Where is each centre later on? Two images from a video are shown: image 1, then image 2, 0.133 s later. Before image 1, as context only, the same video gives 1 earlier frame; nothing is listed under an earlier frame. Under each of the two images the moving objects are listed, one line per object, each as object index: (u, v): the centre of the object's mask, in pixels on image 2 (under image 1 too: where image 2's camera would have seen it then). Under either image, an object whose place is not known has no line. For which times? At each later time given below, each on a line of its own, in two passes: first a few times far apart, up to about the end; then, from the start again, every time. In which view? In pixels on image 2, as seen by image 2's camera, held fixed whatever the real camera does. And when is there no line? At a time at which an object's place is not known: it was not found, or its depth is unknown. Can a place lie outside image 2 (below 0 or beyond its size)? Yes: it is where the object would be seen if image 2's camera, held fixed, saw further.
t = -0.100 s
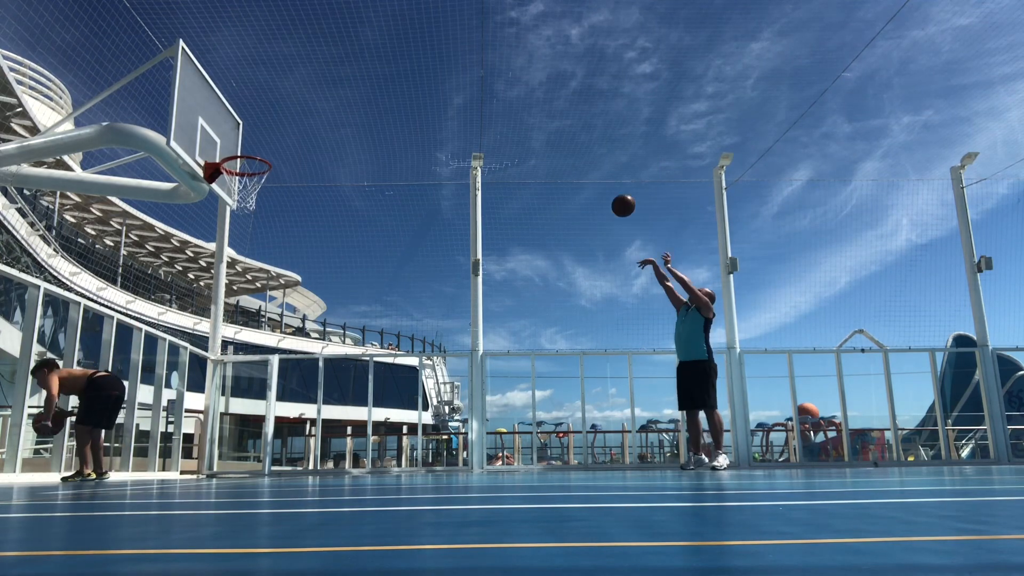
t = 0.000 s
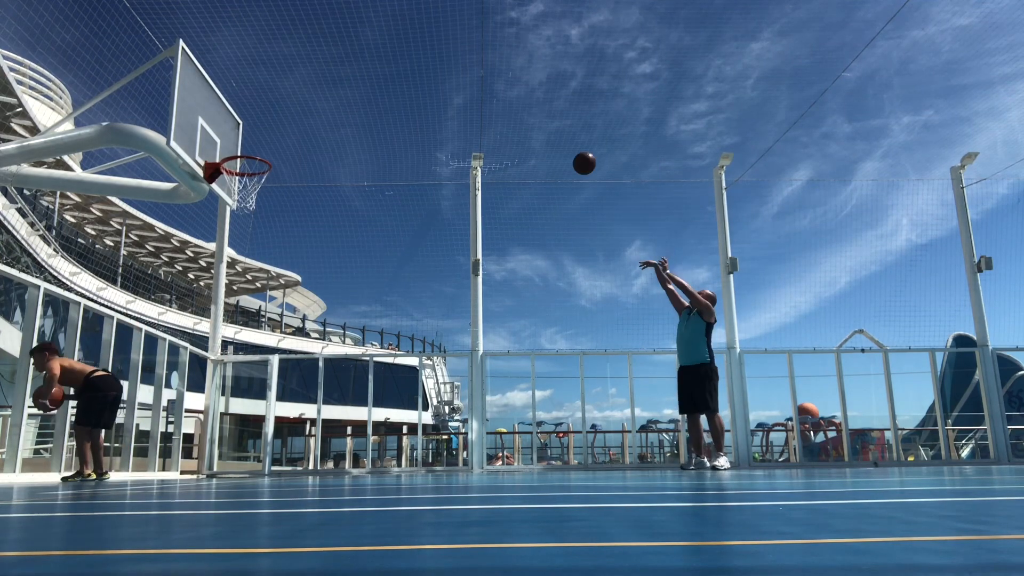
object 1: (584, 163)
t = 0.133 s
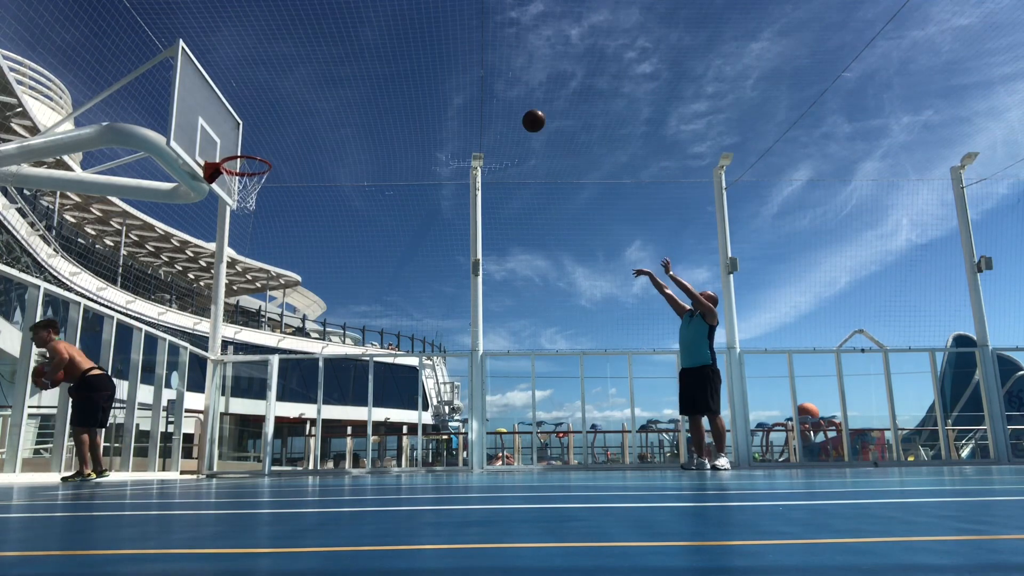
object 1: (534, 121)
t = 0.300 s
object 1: (471, 89)
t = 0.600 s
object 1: (357, 91)
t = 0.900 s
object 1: (235, 174)
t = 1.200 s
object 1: (233, 306)
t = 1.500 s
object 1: (243, 401)
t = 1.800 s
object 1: (290, 262)
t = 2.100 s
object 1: (333, 219)
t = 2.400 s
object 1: (377, 276)
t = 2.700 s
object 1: (421, 459)
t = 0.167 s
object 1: (521, 113)
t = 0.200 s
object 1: (508, 105)
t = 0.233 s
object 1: (496, 99)
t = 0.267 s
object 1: (484, 94)
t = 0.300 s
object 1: (471, 89)
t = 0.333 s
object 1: (458, 86)
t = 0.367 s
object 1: (446, 83)
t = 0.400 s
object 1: (433, 81)
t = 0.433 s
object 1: (421, 81)
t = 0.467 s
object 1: (408, 81)
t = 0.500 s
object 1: (395, 82)
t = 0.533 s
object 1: (383, 84)
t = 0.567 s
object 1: (370, 88)
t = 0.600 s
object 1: (357, 91)
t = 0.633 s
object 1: (343, 97)
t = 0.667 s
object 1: (330, 103)
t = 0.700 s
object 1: (317, 110)
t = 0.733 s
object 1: (303, 118)
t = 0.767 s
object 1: (290, 127)
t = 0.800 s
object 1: (276, 137)
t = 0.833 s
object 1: (262, 148)
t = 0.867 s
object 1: (247, 161)
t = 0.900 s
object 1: (235, 174)
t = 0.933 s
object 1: (235, 184)
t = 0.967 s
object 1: (234, 195)
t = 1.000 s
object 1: (235, 206)
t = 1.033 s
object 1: (235, 219)
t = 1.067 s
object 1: (235, 234)
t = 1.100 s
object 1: (234, 249)
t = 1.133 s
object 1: (234, 266)
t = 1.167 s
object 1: (234, 285)
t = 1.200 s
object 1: (233, 306)
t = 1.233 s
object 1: (233, 328)
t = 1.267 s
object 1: (231, 352)
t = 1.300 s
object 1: (229, 378)
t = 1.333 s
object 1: (228, 406)
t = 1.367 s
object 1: (227, 437)
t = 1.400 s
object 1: (226, 467)
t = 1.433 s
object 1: (232, 445)
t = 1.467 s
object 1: (237, 422)
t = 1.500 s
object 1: (243, 401)
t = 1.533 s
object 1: (249, 380)
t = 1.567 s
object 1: (253, 362)
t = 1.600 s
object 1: (259, 344)
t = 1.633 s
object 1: (265, 327)
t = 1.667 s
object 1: (269, 312)
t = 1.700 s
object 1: (275, 298)
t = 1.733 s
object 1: (280, 285)
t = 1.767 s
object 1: (285, 273)
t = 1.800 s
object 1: (290, 262)
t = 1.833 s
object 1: (295, 253)
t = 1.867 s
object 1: (300, 244)
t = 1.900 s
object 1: (305, 237)
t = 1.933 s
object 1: (310, 231)
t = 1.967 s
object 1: (315, 226)
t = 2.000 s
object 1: (319, 223)
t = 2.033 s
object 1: (324, 220)
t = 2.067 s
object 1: (329, 219)
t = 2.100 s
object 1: (333, 219)
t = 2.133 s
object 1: (338, 219)
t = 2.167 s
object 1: (343, 222)
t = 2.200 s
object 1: (348, 225)
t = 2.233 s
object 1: (352, 230)
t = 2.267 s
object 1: (357, 236)
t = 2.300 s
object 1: (362, 244)
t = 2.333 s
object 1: (367, 253)
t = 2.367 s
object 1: (372, 264)
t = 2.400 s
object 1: (377, 276)
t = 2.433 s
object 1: (381, 290)
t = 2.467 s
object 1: (386, 306)
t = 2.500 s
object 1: (391, 323)
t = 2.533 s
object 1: (395, 342)
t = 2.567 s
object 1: (400, 363)
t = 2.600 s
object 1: (406, 386)
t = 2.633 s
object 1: (411, 411)
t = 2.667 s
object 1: (416, 439)
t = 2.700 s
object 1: (421, 459)
